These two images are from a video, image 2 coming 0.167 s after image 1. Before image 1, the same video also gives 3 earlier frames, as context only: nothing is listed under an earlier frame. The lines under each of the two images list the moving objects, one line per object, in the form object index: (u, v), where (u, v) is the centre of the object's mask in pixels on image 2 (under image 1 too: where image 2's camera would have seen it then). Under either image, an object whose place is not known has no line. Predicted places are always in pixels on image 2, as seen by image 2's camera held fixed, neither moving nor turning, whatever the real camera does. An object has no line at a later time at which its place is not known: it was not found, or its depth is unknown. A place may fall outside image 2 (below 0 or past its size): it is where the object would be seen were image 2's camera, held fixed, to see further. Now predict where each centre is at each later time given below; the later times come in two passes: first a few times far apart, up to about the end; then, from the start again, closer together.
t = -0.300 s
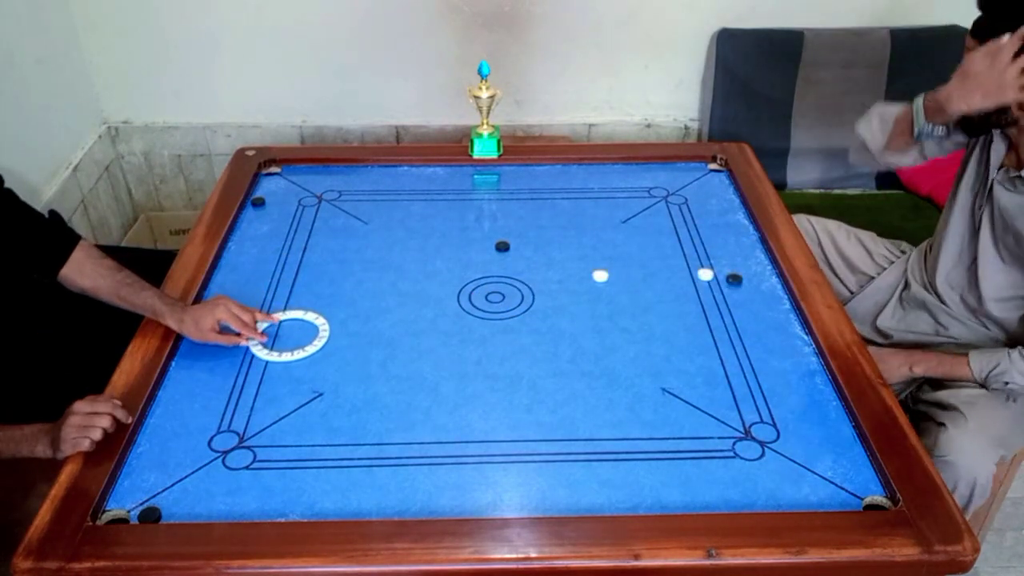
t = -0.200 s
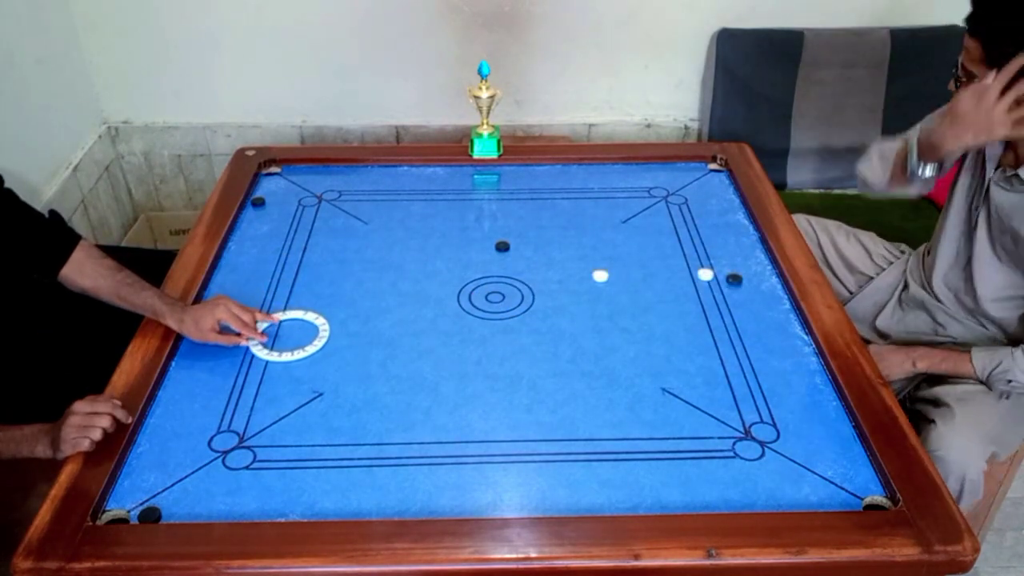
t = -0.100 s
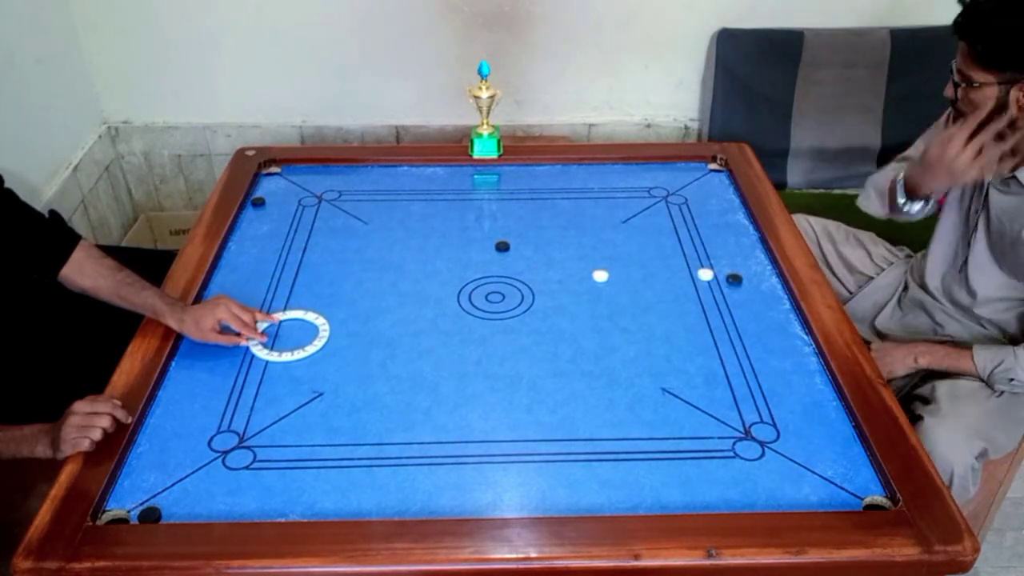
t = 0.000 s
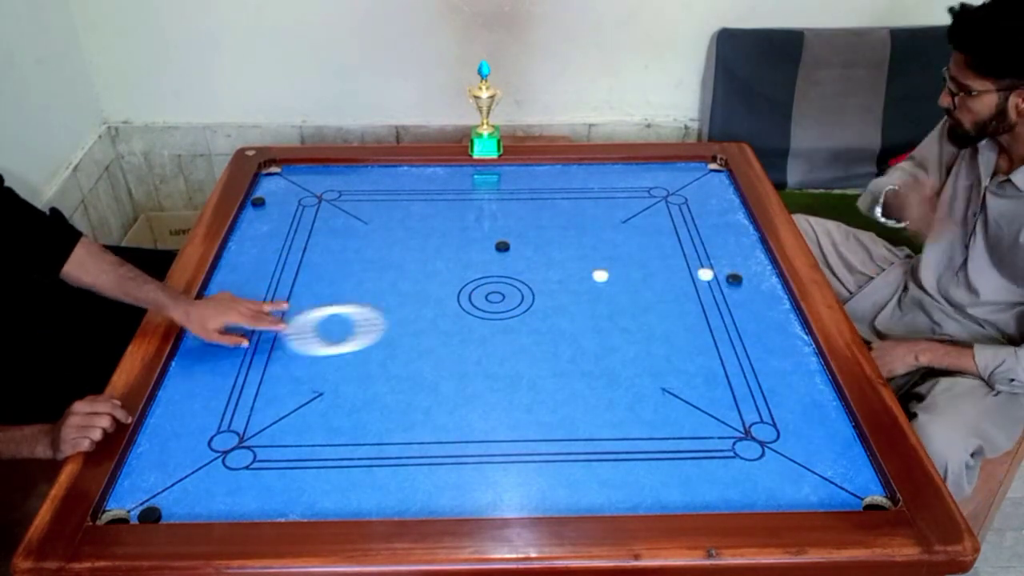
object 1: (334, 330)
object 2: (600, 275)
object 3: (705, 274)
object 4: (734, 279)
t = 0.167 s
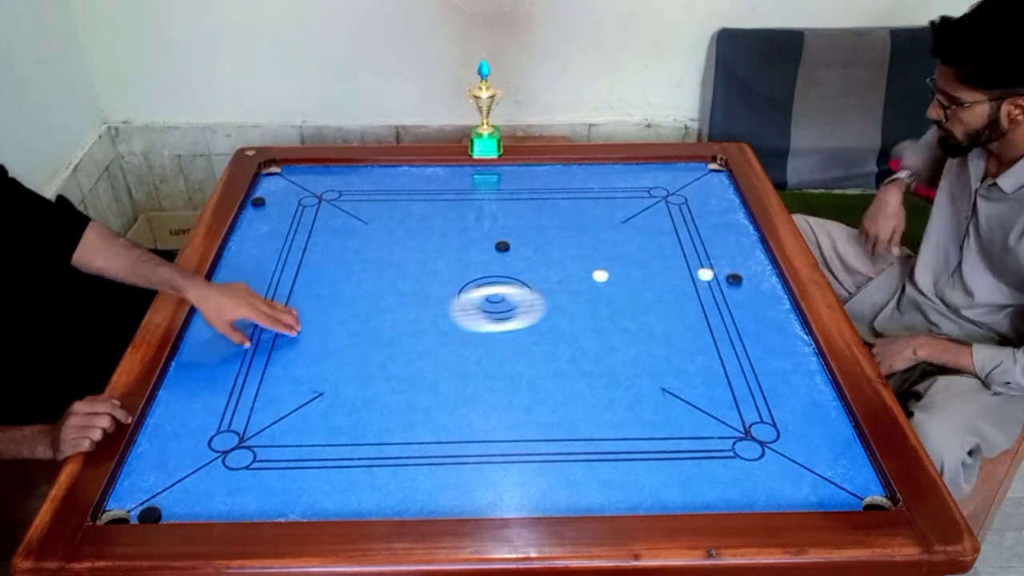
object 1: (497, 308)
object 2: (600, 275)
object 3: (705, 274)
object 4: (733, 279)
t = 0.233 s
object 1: (558, 300)
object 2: (600, 275)
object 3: (705, 274)
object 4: (733, 279)
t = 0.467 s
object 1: (733, 287)
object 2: (665, 228)
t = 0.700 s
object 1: (685, 294)
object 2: (721, 188)
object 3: (665, 244)
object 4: (710, 228)
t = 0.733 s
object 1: (674, 295)
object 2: (726, 183)
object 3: (653, 243)
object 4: (701, 225)
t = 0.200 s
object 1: (528, 304)
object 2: (600, 275)
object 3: (705, 274)
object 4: (733, 279)
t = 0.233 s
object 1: (558, 300)
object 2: (600, 275)
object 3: (705, 274)
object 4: (733, 279)
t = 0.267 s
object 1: (588, 296)
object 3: (705, 274)
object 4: (733, 279)
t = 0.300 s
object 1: (615, 294)
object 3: (705, 274)
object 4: (733, 279)
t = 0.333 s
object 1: (642, 292)
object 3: (705, 274)
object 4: (733, 279)
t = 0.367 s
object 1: (669, 290)
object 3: (706, 274)
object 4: (734, 279)
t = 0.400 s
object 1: (695, 288)
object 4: (737, 278)
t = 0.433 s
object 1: (714, 287)
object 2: (656, 235)
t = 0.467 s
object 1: (733, 287)
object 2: (665, 228)
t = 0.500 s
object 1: (746, 287)
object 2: (674, 222)
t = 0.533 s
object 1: (740, 288)
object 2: (682, 215)
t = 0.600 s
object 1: (718, 290)
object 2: (699, 203)
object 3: (705, 248)
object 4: (735, 244)
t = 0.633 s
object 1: (707, 292)
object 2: (707, 198)
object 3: (691, 246)
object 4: (725, 239)
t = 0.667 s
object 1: (696, 293)
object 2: (714, 193)
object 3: (678, 245)
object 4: (717, 233)
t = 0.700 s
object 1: (685, 294)
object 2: (721, 188)
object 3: (665, 244)
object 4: (710, 228)
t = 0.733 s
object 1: (674, 295)
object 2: (726, 183)
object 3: (653, 243)
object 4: (701, 225)
